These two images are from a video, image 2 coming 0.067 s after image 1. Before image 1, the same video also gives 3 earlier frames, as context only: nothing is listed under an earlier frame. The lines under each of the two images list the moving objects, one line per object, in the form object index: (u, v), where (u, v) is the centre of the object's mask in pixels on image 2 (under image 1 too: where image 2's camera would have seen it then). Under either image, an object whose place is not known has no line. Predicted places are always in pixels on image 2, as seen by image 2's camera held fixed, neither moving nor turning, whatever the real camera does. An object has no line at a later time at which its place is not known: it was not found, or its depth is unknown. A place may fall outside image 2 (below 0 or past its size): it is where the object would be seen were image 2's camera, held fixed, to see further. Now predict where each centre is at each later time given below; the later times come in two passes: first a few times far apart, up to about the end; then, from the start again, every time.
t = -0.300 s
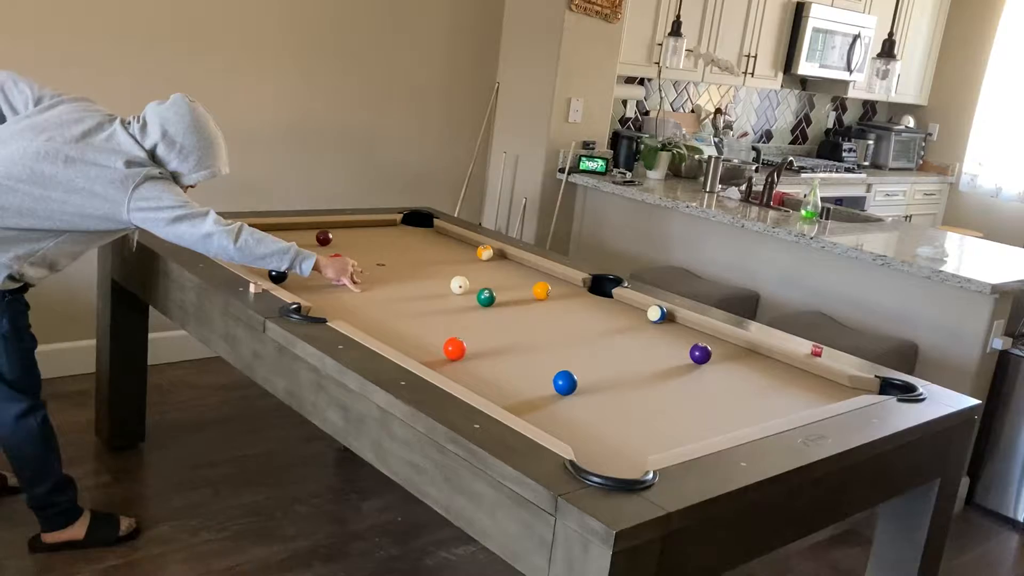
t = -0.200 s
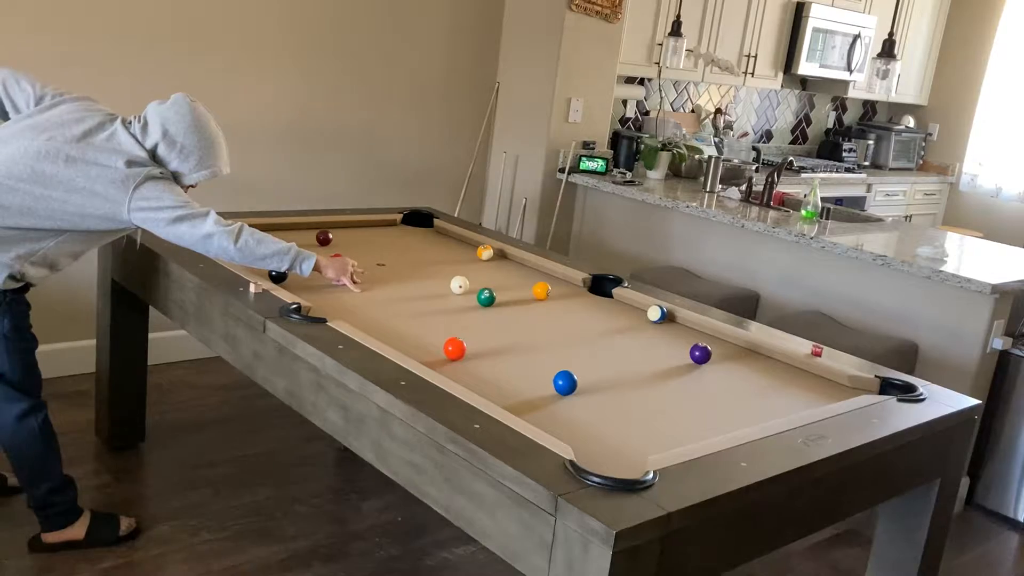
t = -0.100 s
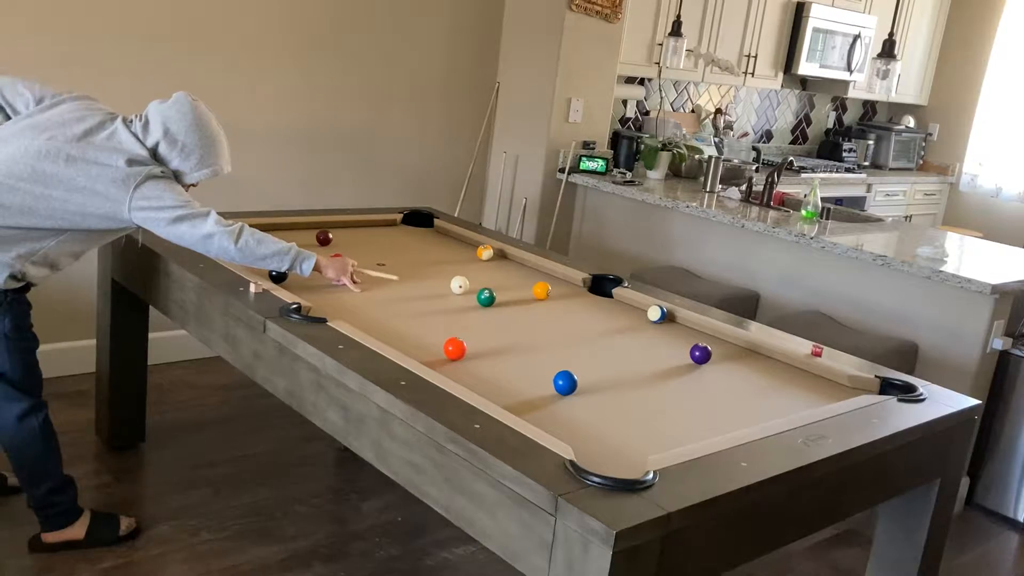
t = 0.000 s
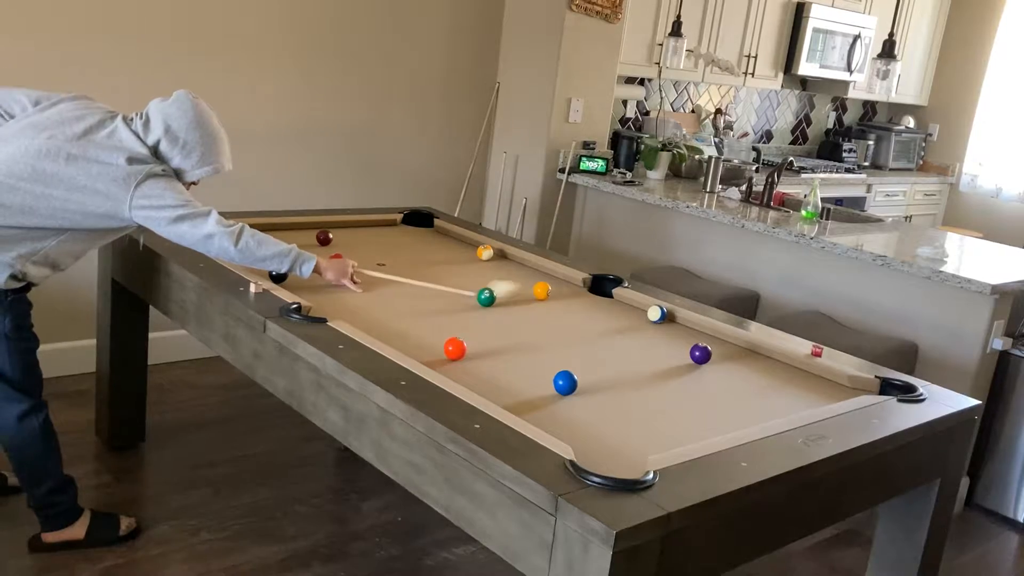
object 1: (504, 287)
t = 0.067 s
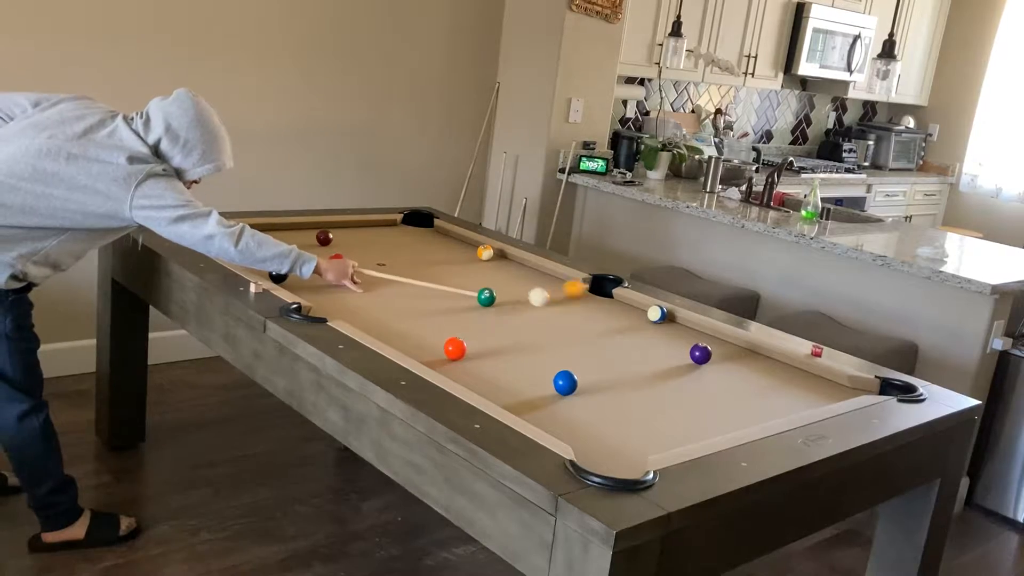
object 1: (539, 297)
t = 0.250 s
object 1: (571, 318)
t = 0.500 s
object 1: (601, 344)
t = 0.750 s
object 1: (636, 373)
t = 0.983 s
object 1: (672, 404)
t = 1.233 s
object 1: (687, 431)
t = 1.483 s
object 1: (605, 423)
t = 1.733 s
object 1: (529, 412)
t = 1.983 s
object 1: (526, 394)
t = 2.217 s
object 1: (526, 376)
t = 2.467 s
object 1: (527, 359)
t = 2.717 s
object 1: (528, 345)
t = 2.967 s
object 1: (529, 332)
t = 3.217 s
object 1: (529, 321)
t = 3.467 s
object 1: (530, 311)
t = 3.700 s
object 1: (530, 303)
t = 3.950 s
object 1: (531, 296)
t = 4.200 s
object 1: (532, 289)
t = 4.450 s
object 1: (533, 283)
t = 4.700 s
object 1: (534, 278)
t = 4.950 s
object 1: (535, 274)
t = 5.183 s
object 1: (537, 271)
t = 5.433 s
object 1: (538, 267)
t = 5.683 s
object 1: (530, 266)
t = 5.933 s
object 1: (523, 265)
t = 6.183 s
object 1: (518, 265)
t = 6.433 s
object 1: (515, 265)
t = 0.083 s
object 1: (542, 299)
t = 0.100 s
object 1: (546, 301)
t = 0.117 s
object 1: (550, 303)
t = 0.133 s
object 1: (553, 305)
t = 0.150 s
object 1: (557, 307)
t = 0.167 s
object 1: (559, 309)
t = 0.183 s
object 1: (562, 311)
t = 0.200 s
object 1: (565, 313)
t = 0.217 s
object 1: (567, 314)
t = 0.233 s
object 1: (569, 316)
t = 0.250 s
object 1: (571, 318)
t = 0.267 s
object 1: (573, 319)
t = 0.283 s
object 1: (575, 321)
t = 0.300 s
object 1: (577, 322)
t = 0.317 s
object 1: (579, 324)
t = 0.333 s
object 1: (581, 326)
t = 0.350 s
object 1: (583, 327)
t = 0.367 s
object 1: (584, 329)
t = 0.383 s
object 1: (587, 331)
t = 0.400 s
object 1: (589, 333)
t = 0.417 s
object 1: (591, 334)
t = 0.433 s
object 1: (593, 336)
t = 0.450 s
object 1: (595, 338)
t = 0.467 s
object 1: (597, 340)
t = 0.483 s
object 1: (599, 342)
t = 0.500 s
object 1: (601, 344)
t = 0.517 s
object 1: (604, 346)
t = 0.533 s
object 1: (605, 348)
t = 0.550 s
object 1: (608, 349)
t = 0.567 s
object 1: (610, 351)
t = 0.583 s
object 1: (612, 353)
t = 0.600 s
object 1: (614, 355)
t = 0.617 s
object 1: (617, 357)
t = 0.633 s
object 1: (619, 359)
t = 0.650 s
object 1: (621, 361)
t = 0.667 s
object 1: (624, 363)
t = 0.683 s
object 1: (626, 364)
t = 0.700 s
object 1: (628, 366)
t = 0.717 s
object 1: (631, 368)
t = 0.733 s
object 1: (633, 371)
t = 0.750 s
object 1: (636, 373)
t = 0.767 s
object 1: (638, 375)
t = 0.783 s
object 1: (640, 377)
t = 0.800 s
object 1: (643, 379)
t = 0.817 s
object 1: (645, 381)
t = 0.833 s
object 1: (648, 384)
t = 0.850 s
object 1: (650, 386)
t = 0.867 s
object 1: (653, 388)
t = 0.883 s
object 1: (655, 390)
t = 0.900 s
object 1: (658, 393)
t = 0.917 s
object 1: (661, 395)
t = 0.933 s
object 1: (663, 397)
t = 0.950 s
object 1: (666, 399)
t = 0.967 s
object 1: (669, 402)
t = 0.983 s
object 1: (672, 404)
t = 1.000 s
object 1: (674, 406)
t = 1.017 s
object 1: (677, 408)
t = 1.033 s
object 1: (680, 411)
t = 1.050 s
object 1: (682, 414)
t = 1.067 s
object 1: (685, 416)
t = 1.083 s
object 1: (688, 419)
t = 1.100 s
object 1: (691, 421)
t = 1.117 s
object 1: (694, 424)
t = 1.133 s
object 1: (697, 426)
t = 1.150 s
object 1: (700, 429)
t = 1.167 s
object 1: (702, 430)
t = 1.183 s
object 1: (704, 432)
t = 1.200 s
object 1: (699, 431)
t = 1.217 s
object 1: (693, 432)
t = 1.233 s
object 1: (687, 431)
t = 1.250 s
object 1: (681, 431)
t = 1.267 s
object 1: (675, 431)
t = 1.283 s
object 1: (670, 430)
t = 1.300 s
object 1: (664, 429)
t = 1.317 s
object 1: (659, 429)
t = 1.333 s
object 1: (654, 428)
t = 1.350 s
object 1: (648, 428)
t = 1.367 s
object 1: (643, 427)
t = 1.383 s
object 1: (638, 427)
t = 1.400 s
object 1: (632, 426)
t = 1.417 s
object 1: (627, 425)
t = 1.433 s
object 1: (621, 425)
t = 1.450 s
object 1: (616, 424)
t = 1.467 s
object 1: (610, 424)
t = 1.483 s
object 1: (605, 423)
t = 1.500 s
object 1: (600, 423)
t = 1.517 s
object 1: (595, 422)
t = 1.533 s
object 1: (590, 421)
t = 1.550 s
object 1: (584, 421)
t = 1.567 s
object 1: (579, 420)
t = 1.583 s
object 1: (573, 420)
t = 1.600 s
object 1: (569, 419)
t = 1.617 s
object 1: (563, 419)
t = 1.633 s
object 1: (559, 418)
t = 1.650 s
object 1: (554, 417)
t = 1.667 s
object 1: (549, 417)
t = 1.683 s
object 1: (544, 415)
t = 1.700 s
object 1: (539, 414)
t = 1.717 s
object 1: (534, 414)
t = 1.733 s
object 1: (529, 412)
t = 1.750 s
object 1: (525, 411)
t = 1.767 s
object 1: (525, 410)
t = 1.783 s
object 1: (525, 409)
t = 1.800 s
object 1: (525, 408)
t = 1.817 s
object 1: (525, 407)
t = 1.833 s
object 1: (525, 405)
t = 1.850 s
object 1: (525, 405)
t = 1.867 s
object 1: (525, 404)
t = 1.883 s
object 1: (525, 403)
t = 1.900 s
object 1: (525, 401)
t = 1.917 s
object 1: (526, 399)
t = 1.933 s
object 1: (526, 398)
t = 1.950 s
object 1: (526, 397)
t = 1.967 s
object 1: (526, 395)
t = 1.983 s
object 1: (526, 394)
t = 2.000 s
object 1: (525, 393)
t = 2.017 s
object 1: (526, 392)
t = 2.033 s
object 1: (525, 390)
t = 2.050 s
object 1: (526, 389)
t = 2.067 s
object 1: (526, 387)
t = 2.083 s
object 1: (525, 386)
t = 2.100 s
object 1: (526, 384)
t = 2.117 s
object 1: (526, 383)
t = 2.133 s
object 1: (526, 382)
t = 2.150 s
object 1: (526, 381)
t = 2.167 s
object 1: (526, 379)
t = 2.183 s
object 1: (526, 378)
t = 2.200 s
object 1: (526, 377)
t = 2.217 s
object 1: (526, 376)
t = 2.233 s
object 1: (526, 374)
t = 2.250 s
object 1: (526, 374)
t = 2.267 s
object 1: (526, 372)
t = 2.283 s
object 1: (526, 371)
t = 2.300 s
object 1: (527, 370)
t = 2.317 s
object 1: (527, 369)
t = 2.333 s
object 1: (527, 368)
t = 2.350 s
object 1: (527, 367)
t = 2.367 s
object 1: (527, 365)
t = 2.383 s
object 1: (527, 364)
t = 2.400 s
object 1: (527, 363)
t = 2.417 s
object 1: (527, 362)
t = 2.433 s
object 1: (527, 361)
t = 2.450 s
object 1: (527, 360)
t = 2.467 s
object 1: (527, 359)
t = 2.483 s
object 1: (527, 358)
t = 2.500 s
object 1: (527, 357)
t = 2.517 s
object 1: (527, 356)
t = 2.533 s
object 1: (527, 355)
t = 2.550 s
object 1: (527, 354)
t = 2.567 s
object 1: (528, 353)
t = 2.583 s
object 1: (528, 352)
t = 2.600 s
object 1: (528, 351)
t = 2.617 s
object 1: (528, 350)
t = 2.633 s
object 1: (528, 349)
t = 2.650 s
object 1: (528, 348)
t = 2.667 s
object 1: (528, 347)
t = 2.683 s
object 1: (528, 347)
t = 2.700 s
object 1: (528, 346)
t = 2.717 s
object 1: (528, 345)
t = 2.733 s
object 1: (528, 344)
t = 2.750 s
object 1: (528, 343)
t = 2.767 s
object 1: (528, 342)
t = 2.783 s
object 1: (528, 341)
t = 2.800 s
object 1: (528, 340)
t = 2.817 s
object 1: (528, 339)
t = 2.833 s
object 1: (528, 338)
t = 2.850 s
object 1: (528, 337)
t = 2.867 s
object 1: (528, 337)
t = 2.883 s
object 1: (528, 336)
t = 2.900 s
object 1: (528, 335)
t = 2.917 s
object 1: (528, 334)
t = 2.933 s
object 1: (529, 333)
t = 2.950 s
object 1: (529, 333)
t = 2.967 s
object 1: (529, 332)
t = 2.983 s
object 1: (528, 331)
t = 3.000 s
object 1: (528, 330)
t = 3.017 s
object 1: (528, 329)
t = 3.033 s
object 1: (528, 329)
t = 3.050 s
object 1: (528, 328)
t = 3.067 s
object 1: (528, 327)
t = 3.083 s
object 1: (528, 327)
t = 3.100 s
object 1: (529, 326)
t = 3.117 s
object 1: (529, 325)
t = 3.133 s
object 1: (529, 324)
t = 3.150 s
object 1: (529, 324)
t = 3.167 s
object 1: (529, 323)
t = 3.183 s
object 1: (529, 322)
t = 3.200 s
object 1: (529, 321)
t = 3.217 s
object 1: (529, 321)
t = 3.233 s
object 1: (529, 320)
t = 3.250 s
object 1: (529, 319)
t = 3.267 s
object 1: (529, 319)
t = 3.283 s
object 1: (529, 318)
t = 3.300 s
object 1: (529, 317)
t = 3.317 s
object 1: (529, 317)
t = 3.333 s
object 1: (529, 316)
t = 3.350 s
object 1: (529, 316)
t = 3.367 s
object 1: (529, 315)
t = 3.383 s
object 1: (529, 314)
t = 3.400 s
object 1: (529, 314)
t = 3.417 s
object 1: (530, 313)
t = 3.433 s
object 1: (530, 313)
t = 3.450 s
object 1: (530, 312)
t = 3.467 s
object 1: (530, 311)
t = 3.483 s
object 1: (530, 310)
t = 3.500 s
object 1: (530, 310)
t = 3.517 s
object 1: (530, 309)
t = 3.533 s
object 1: (530, 309)
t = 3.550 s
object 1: (530, 308)
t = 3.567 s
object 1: (530, 308)
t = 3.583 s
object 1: (530, 307)
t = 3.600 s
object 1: (530, 306)
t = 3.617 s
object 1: (530, 306)
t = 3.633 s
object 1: (530, 306)
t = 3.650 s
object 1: (530, 305)
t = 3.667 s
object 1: (530, 304)
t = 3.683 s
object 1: (530, 304)
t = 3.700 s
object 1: (530, 303)
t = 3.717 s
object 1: (530, 303)
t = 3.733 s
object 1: (531, 302)
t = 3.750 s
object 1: (530, 302)
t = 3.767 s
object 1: (531, 301)
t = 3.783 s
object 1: (531, 300)
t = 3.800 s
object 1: (530, 300)
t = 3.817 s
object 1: (531, 299)
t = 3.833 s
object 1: (531, 299)
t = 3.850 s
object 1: (531, 299)
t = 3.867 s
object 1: (531, 298)
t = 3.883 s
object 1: (531, 298)
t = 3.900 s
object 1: (531, 297)
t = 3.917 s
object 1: (531, 297)
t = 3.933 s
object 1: (531, 296)
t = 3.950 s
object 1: (531, 296)
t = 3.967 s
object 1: (531, 295)
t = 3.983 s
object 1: (531, 294)
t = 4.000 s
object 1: (531, 294)
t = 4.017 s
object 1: (531, 294)
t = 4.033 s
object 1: (531, 293)
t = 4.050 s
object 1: (531, 293)
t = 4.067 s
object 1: (532, 292)
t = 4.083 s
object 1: (531, 292)
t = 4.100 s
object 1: (532, 291)
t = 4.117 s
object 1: (532, 291)
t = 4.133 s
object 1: (532, 291)
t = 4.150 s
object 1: (532, 290)
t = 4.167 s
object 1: (532, 290)
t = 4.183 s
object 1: (532, 290)
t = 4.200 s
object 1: (532, 289)
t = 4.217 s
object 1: (532, 289)
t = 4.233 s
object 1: (532, 288)
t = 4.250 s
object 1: (532, 288)
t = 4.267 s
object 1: (532, 288)
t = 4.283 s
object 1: (532, 287)
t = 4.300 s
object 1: (532, 287)
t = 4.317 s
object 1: (532, 286)
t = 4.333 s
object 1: (532, 286)
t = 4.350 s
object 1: (532, 286)
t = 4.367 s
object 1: (532, 285)
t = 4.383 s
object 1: (532, 285)
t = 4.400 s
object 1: (532, 284)
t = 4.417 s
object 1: (533, 284)
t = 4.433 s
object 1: (533, 284)
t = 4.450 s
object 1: (533, 283)
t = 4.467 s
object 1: (533, 283)
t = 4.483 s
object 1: (533, 283)
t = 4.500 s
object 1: (533, 282)
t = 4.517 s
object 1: (533, 282)
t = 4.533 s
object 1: (533, 282)
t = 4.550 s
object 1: (533, 281)
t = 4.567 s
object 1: (533, 281)
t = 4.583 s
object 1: (533, 280)
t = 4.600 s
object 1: (533, 280)
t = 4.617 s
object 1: (533, 280)
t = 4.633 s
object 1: (533, 279)
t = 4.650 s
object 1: (534, 279)
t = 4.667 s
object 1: (534, 279)
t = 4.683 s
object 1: (534, 278)
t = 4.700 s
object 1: (534, 278)
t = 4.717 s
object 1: (534, 278)
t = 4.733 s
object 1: (534, 278)
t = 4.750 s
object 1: (534, 277)
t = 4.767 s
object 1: (534, 277)
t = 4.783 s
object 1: (534, 277)
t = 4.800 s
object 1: (534, 276)
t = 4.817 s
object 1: (534, 276)
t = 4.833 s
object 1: (534, 276)
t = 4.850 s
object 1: (535, 275)
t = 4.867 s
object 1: (535, 275)
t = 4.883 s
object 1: (535, 275)
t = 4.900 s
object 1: (535, 275)
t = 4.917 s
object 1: (535, 274)
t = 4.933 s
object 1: (535, 274)
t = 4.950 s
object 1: (535, 274)
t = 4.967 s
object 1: (535, 274)
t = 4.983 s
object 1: (535, 274)
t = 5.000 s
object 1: (535, 273)
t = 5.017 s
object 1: (536, 273)
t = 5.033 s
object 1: (536, 273)
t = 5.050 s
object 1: (536, 273)
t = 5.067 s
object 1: (537, 272)
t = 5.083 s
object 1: (537, 272)
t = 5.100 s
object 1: (537, 272)
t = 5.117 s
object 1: (537, 271)
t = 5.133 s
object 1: (537, 271)
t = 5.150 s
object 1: (537, 271)
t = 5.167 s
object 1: (537, 271)
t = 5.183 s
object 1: (537, 271)
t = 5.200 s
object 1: (537, 270)
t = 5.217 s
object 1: (537, 270)
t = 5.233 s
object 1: (537, 270)
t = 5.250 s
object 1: (537, 270)
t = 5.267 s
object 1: (537, 269)
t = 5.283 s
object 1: (537, 269)
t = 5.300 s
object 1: (538, 269)
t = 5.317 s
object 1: (538, 269)
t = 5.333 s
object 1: (538, 268)
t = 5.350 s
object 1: (538, 268)
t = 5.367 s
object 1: (538, 268)
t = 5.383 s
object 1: (538, 268)
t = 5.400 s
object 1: (538, 268)
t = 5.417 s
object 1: (538, 268)
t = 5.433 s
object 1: (538, 267)
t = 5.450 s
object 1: (538, 267)
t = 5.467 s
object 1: (537, 267)
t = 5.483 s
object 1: (537, 267)
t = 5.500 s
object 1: (536, 267)
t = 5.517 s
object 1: (536, 266)
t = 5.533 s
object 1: (535, 267)
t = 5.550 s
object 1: (534, 266)
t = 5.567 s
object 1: (534, 266)
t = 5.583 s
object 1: (533, 266)
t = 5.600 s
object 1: (533, 266)
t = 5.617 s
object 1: (532, 266)
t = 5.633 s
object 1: (532, 266)
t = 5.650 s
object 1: (531, 266)
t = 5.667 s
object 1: (531, 266)
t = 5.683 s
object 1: (530, 266)
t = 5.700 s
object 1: (530, 266)
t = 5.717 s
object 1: (529, 266)
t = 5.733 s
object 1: (529, 266)
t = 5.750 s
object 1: (528, 266)
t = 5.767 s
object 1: (528, 266)
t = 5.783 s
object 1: (527, 266)
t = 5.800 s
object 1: (527, 266)
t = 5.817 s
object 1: (527, 266)
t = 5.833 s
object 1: (526, 265)
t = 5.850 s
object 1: (526, 265)
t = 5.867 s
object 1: (525, 266)
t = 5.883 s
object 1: (525, 265)
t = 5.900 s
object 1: (524, 265)
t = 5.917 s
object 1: (524, 265)
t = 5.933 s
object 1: (523, 265)
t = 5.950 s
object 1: (523, 265)
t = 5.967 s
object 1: (523, 265)
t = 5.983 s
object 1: (523, 265)
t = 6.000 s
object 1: (522, 265)
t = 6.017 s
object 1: (522, 265)
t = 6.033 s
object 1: (521, 265)
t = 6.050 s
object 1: (521, 265)
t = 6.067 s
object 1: (521, 265)
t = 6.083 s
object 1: (520, 265)
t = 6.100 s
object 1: (520, 265)
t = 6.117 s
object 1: (519, 265)
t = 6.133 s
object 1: (519, 265)
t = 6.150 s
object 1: (519, 265)
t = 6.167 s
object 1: (518, 265)
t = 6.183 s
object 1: (518, 265)
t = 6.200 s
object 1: (518, 265)
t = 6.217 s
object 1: (518, 265)
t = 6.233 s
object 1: (517, 265)
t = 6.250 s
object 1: (517, 265)
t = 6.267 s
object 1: (517, 265)
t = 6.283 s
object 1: (517, 265)
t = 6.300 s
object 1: (517, 265)
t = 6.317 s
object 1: (517, 265)
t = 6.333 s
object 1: (516, 265)
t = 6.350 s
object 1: (516, 265)
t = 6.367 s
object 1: (516, 265)
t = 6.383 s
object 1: (515, 265)
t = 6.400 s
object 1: (515, 265)
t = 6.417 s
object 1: (515, 265)
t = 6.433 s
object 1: (515, 265)
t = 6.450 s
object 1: (515, 265)
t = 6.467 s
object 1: (515, 265)
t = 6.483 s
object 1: (515, 265)
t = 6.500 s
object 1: (515, 265)
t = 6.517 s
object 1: (514, 265)
